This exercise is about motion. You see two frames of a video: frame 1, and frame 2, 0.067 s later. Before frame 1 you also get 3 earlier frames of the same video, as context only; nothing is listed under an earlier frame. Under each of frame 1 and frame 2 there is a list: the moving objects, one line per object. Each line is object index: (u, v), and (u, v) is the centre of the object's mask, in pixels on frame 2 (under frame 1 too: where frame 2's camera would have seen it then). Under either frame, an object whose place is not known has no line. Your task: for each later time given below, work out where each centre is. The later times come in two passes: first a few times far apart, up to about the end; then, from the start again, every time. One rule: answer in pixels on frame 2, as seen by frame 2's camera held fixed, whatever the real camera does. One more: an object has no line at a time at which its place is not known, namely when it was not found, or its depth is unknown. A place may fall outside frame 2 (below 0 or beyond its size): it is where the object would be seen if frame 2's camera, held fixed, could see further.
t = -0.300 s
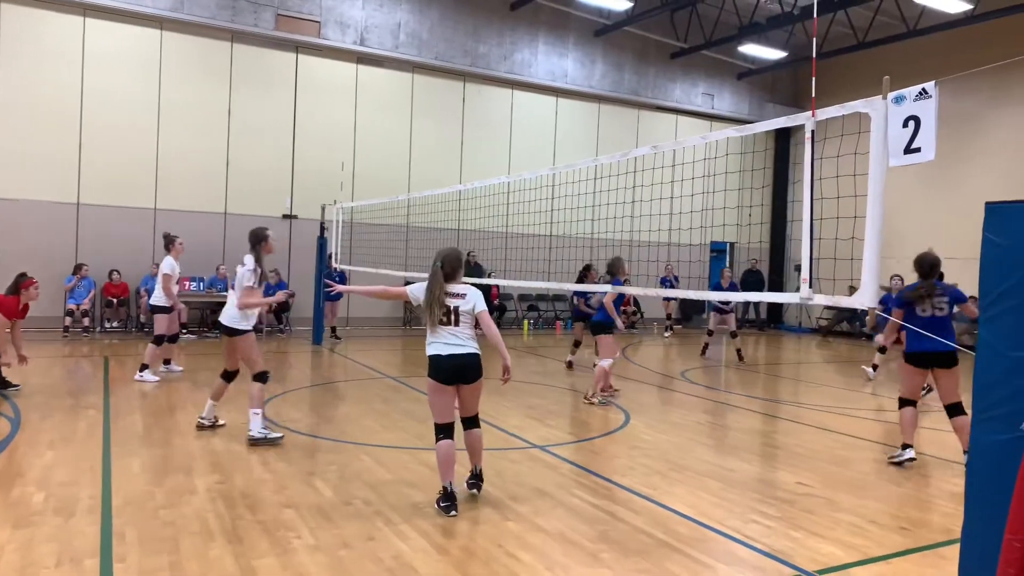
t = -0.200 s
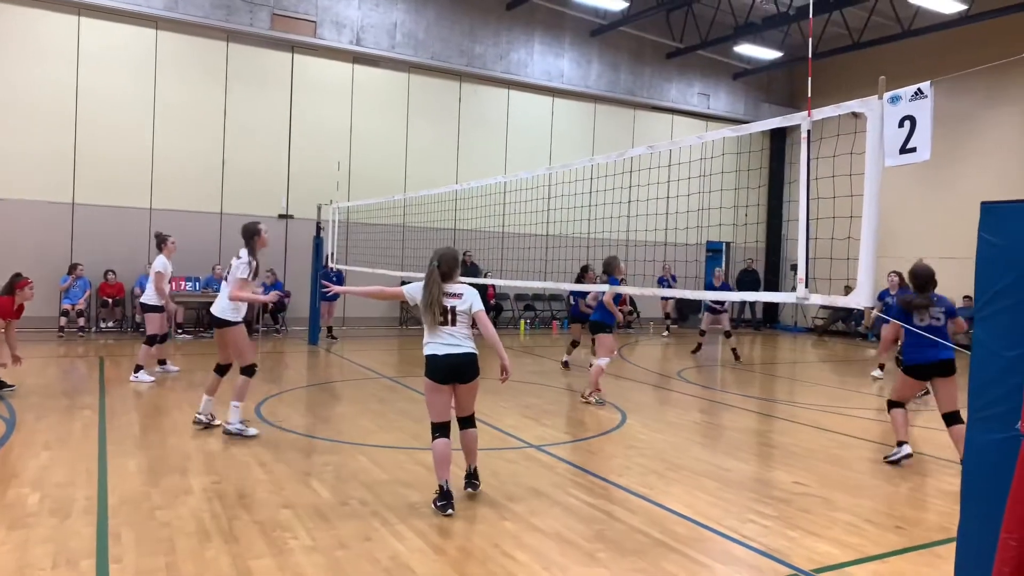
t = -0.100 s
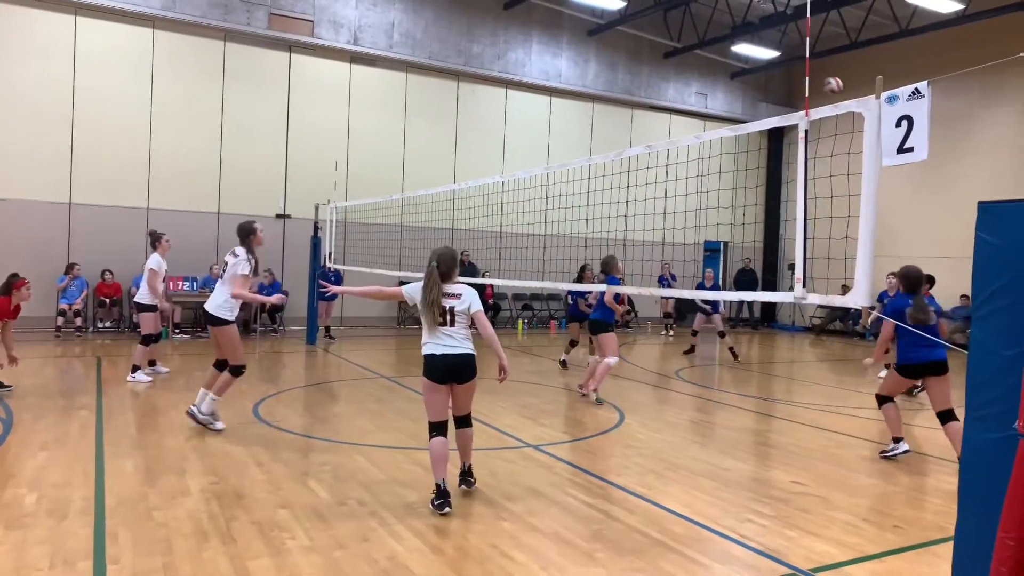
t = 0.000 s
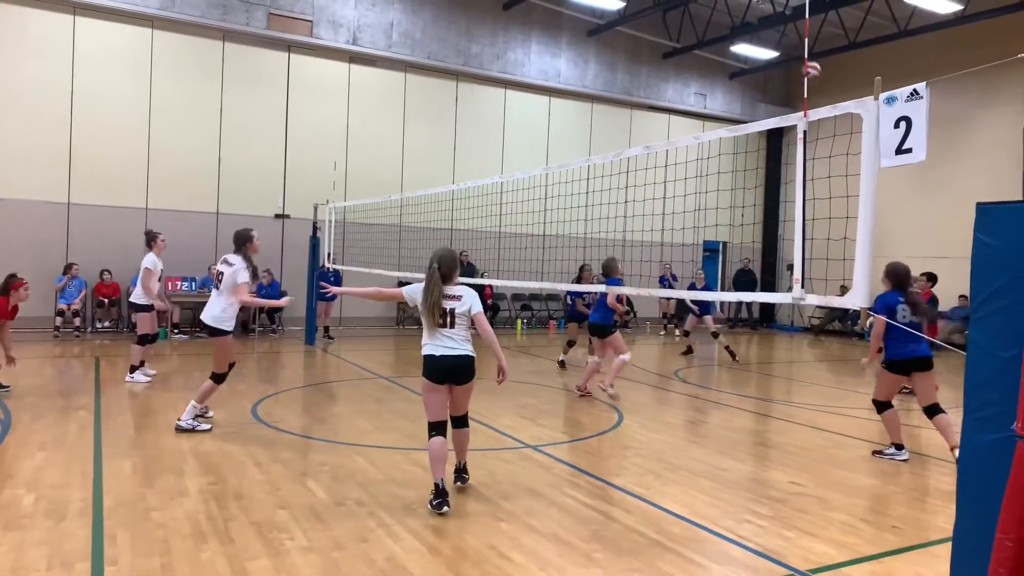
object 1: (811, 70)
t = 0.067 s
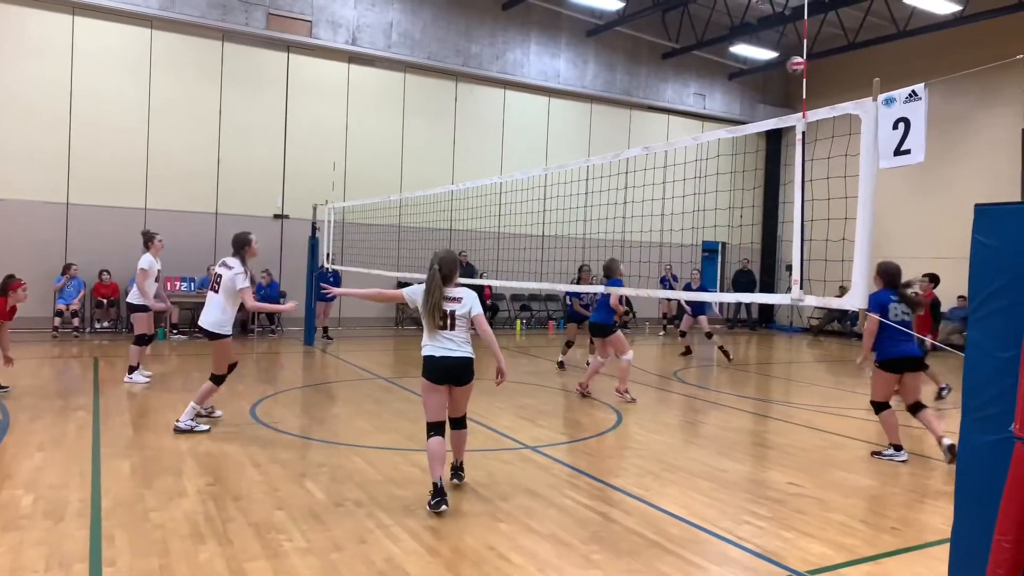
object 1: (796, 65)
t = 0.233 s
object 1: (761, 67)
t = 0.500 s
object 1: (701, 115)
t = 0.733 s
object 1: (649, 206)
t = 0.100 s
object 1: (789, 63)
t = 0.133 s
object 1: (782, 63)
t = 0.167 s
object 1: (776, 64)
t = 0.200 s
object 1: (769, 65)
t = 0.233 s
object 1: (761, 67)
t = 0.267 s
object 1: (754, 68)
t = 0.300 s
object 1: (746, 72)
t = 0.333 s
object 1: (739, 76)
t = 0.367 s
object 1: (732, 82)
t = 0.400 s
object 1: (725, 89)
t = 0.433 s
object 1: (718, 97)
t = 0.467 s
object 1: (709, 107)
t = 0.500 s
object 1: (701, 115)
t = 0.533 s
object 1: (694, 125)
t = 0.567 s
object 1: (685, 135)
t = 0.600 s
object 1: (680, 153)
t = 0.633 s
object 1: (671, 161)
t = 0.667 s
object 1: (664, 176)
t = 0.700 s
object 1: (657, 192)
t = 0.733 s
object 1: (649, 206)
